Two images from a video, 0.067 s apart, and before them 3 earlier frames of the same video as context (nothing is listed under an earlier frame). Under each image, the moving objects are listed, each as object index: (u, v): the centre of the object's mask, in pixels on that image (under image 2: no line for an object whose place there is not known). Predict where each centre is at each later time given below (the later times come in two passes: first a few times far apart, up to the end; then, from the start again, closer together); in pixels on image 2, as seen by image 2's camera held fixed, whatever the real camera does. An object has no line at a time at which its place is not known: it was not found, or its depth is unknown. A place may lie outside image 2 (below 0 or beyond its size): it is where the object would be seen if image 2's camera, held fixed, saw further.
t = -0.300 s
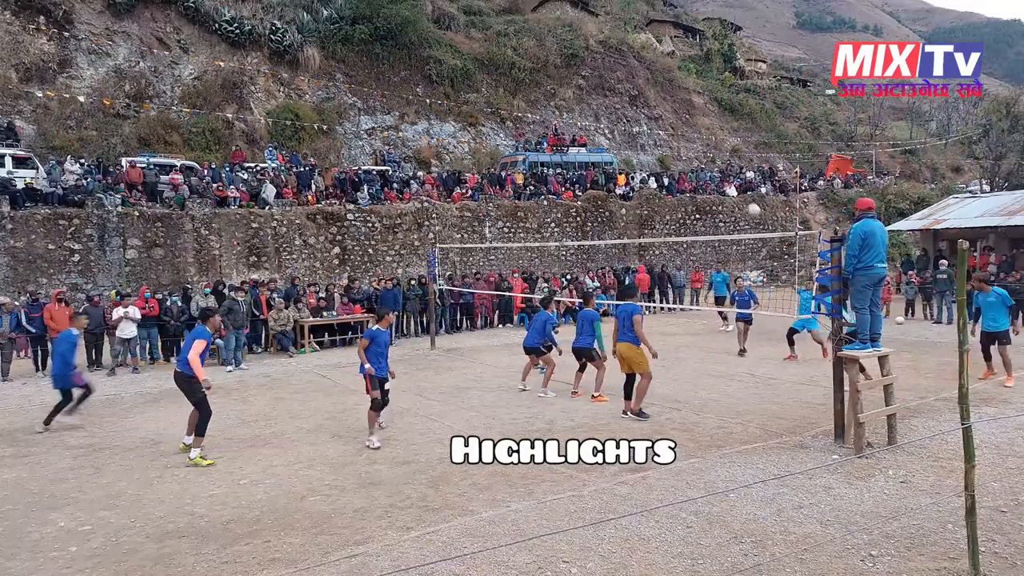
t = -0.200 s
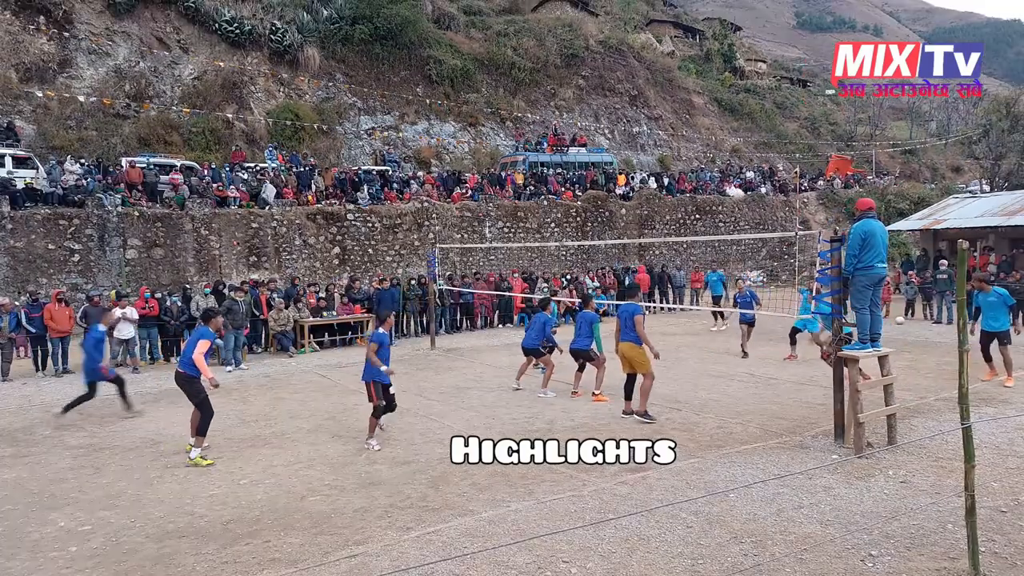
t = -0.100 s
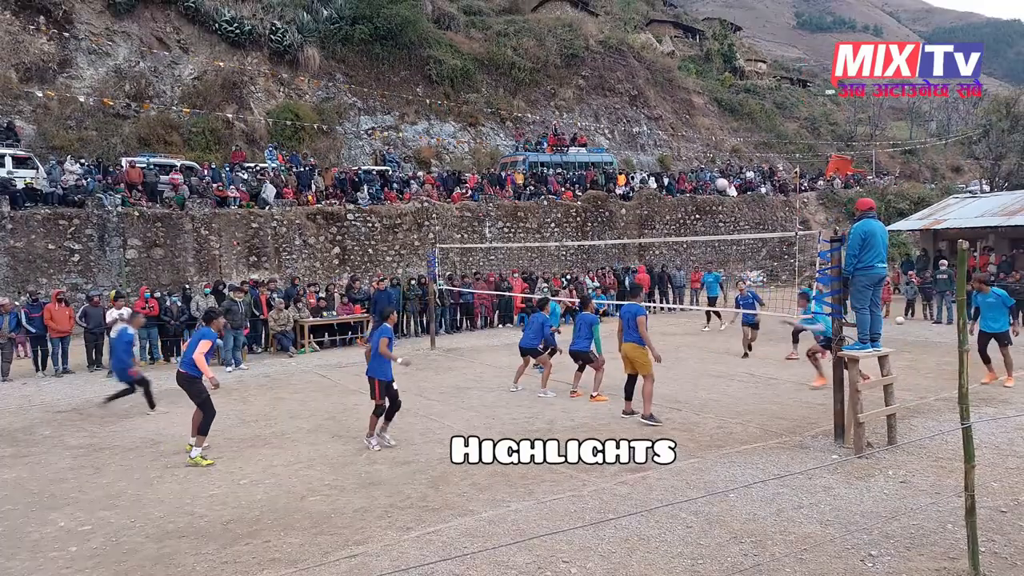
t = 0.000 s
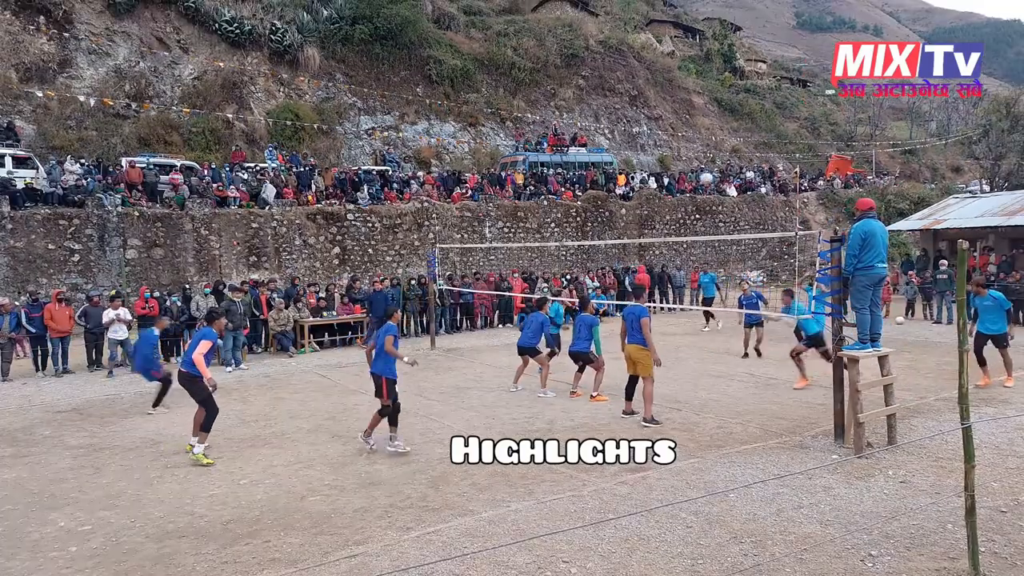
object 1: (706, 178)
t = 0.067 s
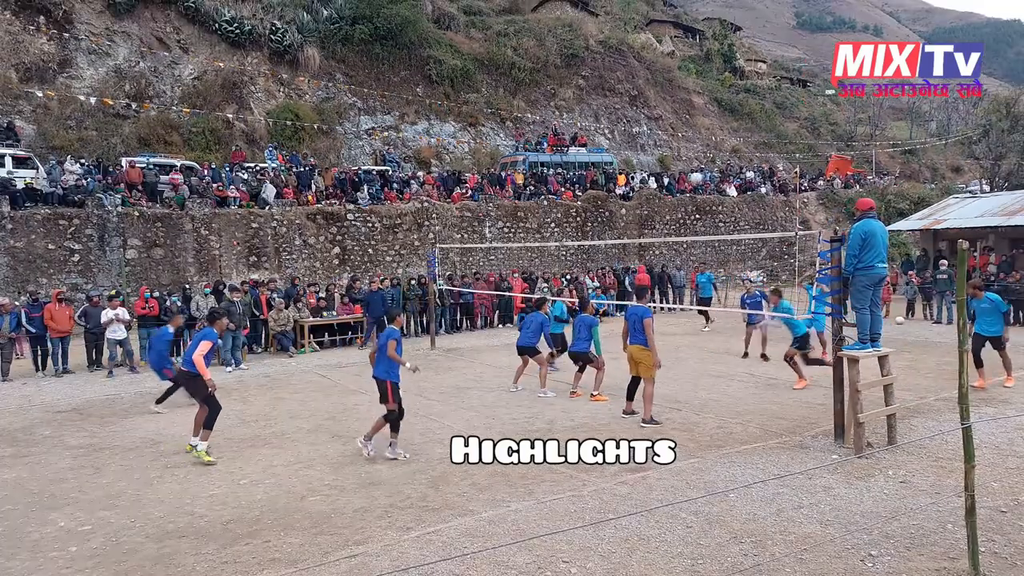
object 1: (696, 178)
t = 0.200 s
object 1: (676, 184)
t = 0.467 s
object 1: (637, 225)
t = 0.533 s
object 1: (627, 240)
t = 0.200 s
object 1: (676, 184)
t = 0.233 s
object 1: (671, 187)
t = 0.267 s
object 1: (666, 190)
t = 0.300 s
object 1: (661, 195)
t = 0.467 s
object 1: (637, 225)
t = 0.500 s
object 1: (632, 233)
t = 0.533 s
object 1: (627, 240)
